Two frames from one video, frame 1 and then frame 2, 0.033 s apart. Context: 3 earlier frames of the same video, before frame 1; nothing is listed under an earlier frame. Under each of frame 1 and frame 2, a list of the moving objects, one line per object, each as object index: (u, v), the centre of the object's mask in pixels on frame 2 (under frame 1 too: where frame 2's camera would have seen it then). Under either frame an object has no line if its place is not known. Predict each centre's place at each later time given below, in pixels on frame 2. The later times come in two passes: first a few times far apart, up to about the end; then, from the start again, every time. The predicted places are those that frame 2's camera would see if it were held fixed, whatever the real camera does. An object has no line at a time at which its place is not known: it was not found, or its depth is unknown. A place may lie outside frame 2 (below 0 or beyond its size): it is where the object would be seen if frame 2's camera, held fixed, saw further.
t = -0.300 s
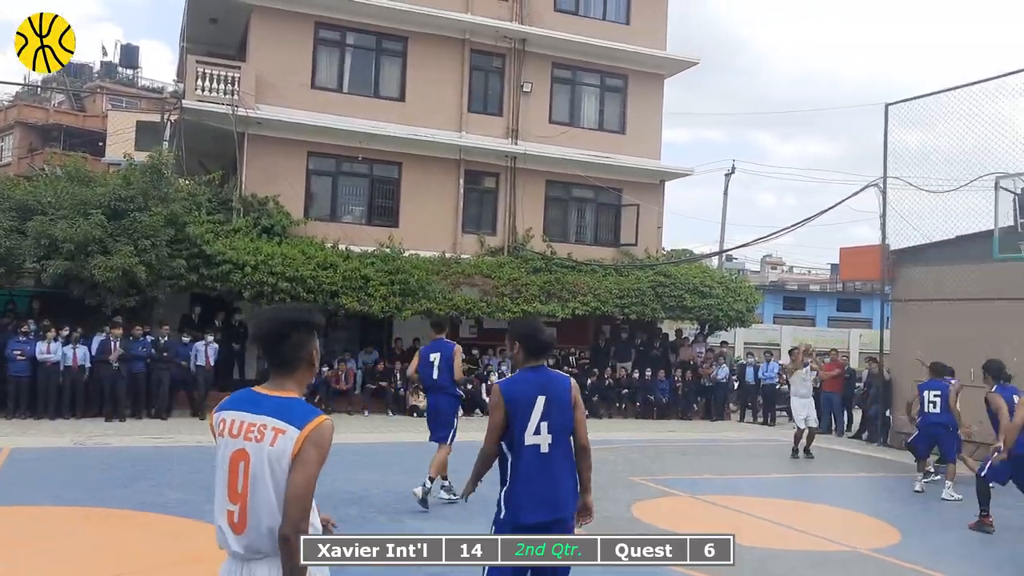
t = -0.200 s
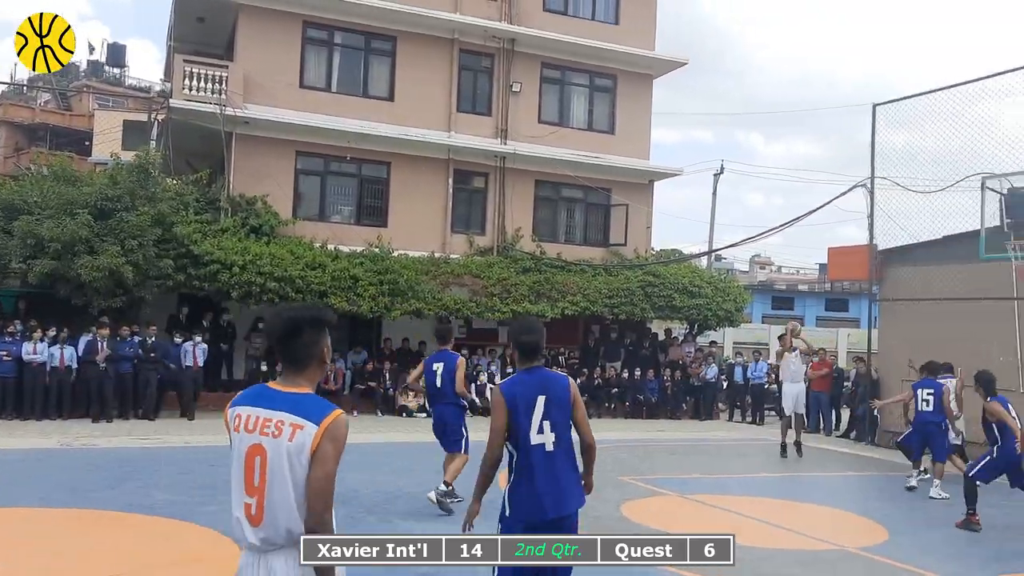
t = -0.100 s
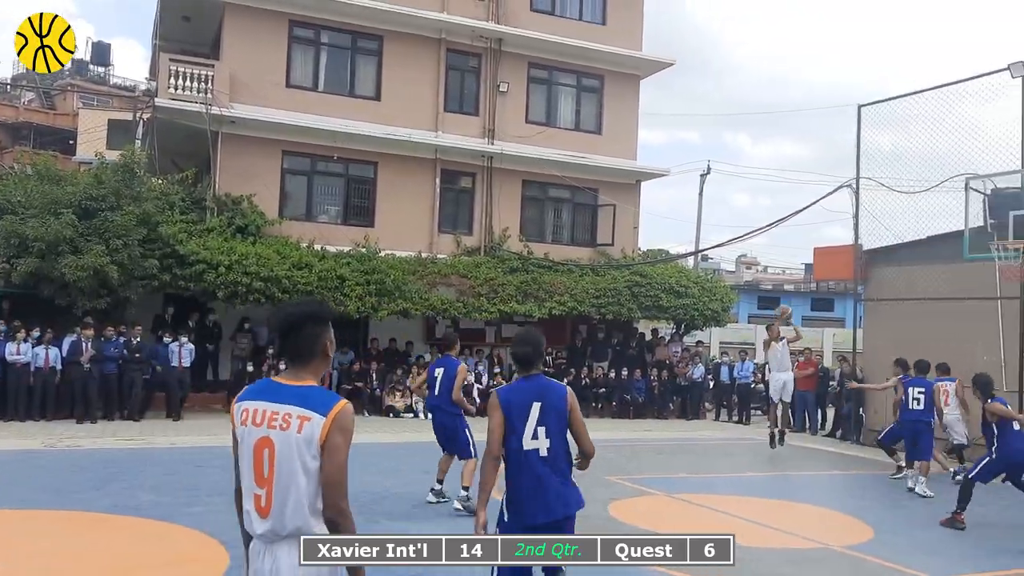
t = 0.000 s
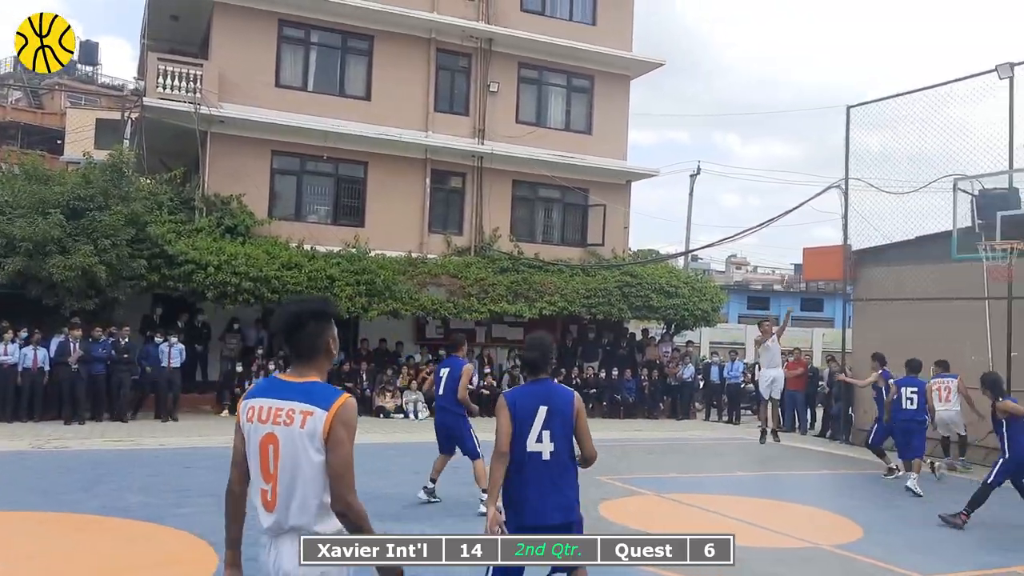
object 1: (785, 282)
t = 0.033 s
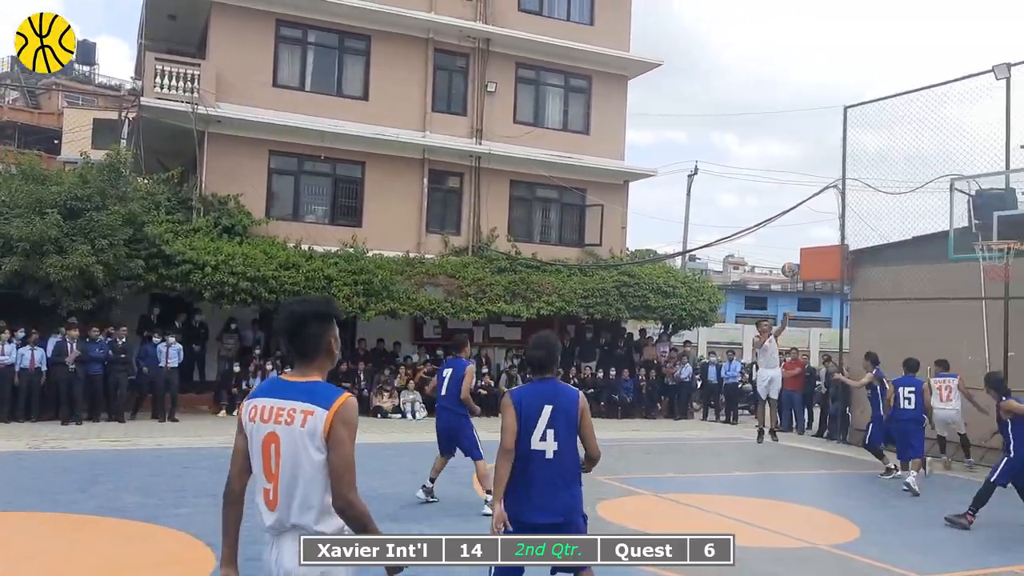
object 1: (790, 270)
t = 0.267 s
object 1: (828, 208)
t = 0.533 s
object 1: (876, 176)
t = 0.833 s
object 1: (936, 200)
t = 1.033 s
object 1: (957, 245)
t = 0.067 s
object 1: (794, 259)
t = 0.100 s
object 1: (799, 249)
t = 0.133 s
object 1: (805, 239)
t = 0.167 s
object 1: (811, 230)
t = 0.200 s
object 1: (817, 222)
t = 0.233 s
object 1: (822, 215)
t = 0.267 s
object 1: (828, 208)
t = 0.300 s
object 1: (834, 202)
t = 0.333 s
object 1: (840, 196)
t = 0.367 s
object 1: (846, 191)
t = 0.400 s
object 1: (853, 186)
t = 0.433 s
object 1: (858, 182)
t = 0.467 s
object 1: (864, 180)
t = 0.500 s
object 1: (870, 177)
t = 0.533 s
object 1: (876, 176)
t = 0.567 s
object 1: (882, 175)
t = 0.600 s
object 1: (889, 176)
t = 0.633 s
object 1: (895, 176)
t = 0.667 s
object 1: (902, 178)
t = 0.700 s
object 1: (908, 181)
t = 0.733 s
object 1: (915, 185)
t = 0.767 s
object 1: (922, 189)
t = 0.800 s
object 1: (929, 193)
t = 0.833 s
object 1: (936, 200)
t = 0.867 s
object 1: (942, 207)
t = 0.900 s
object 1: (950, 215)
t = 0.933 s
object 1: (957, 222)
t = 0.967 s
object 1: (964, 233)
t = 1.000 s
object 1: (963, 238)
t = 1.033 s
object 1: (957, 245)
